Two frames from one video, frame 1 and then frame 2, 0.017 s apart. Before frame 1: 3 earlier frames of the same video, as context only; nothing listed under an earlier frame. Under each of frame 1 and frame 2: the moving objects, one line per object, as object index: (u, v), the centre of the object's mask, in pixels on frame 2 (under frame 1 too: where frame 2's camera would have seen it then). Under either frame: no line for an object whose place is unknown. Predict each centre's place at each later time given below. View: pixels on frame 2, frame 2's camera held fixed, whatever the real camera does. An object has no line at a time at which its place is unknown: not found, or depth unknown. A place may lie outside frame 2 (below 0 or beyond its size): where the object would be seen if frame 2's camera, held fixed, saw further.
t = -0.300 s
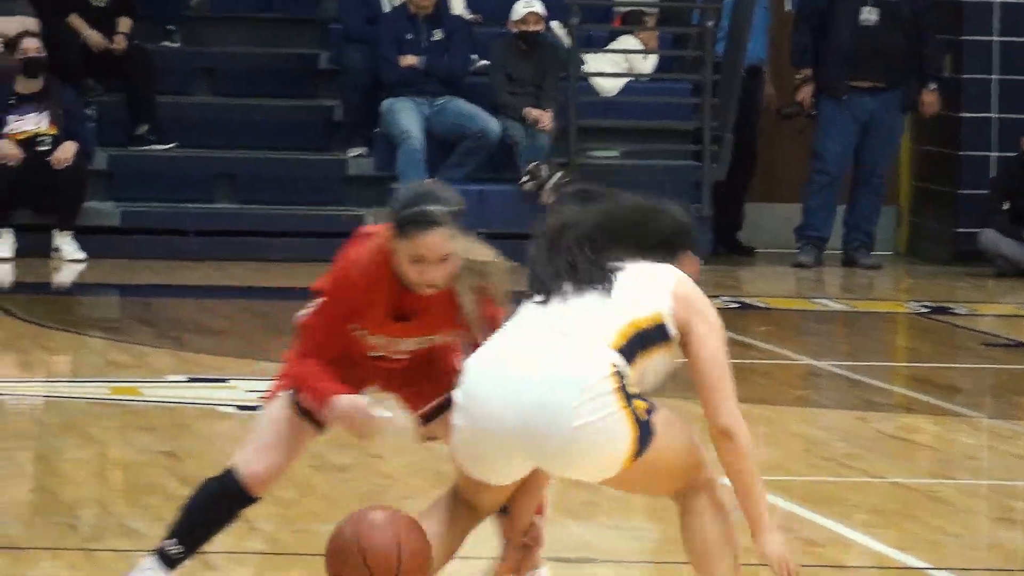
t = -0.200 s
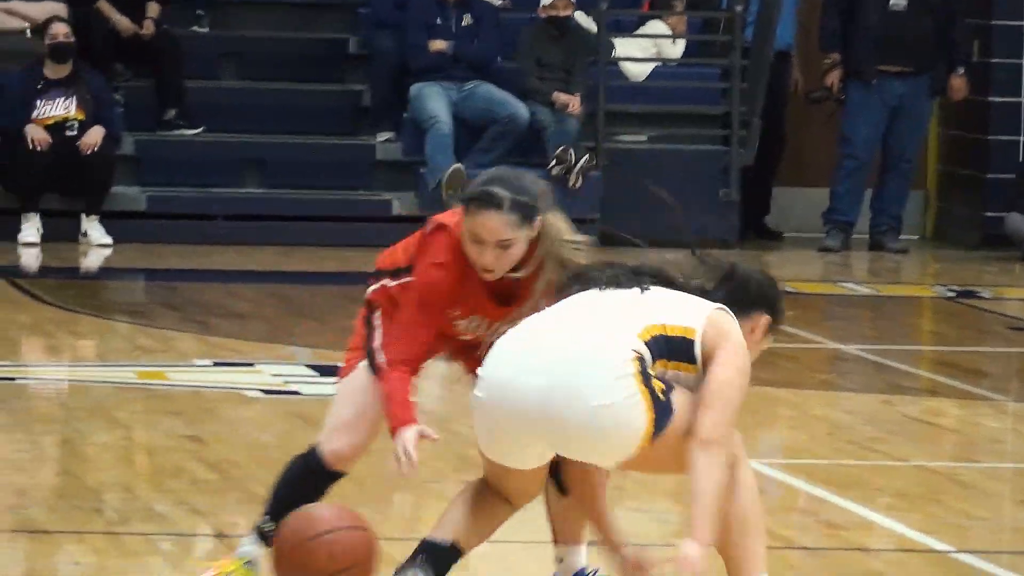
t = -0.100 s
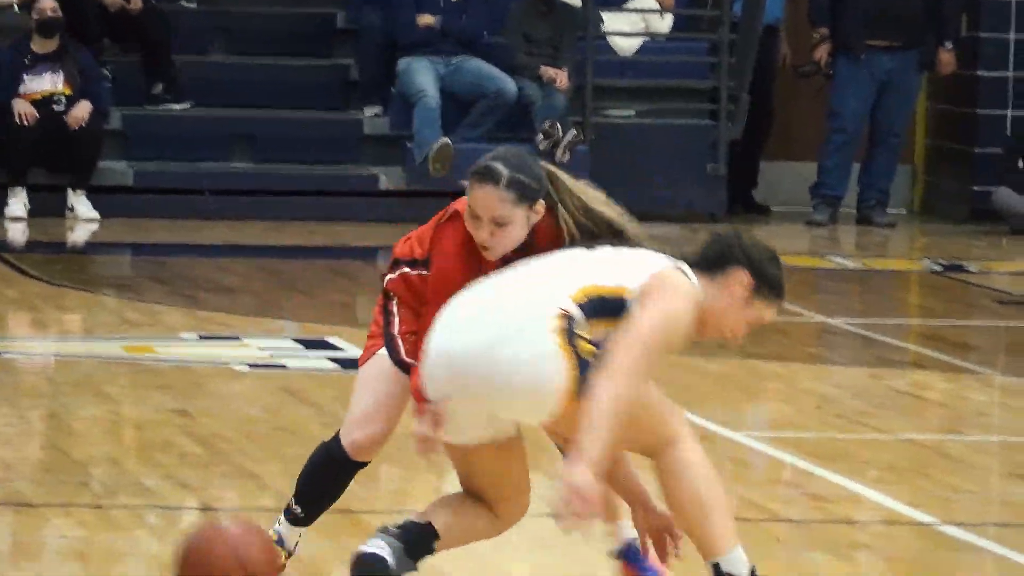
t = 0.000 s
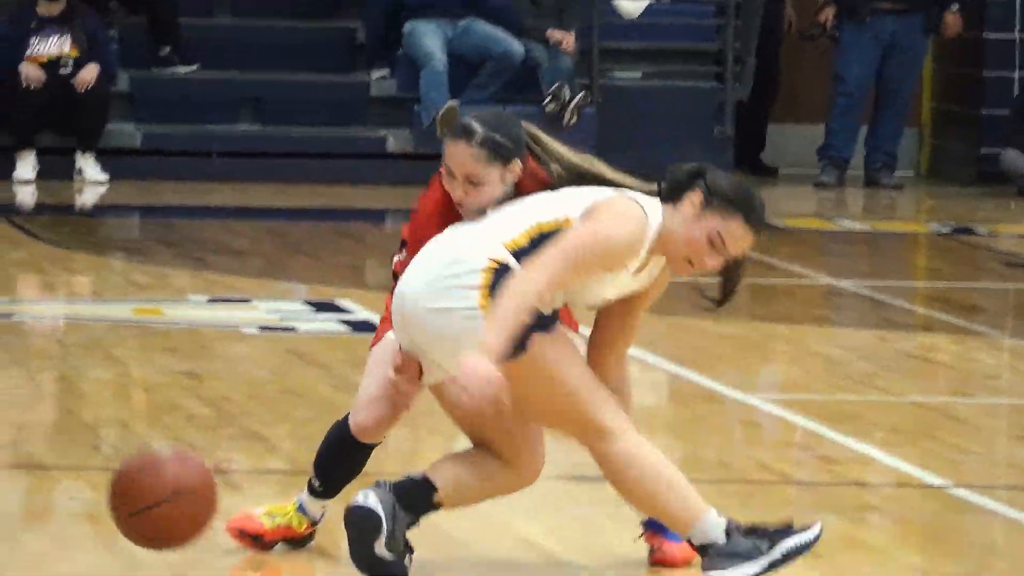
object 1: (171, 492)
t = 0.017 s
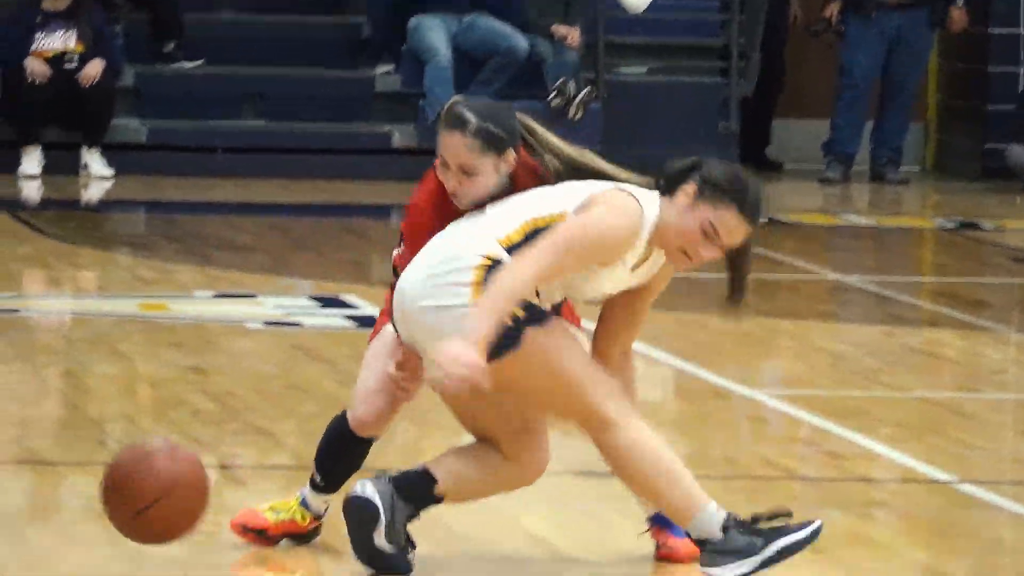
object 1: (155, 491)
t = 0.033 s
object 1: (139, 492)
